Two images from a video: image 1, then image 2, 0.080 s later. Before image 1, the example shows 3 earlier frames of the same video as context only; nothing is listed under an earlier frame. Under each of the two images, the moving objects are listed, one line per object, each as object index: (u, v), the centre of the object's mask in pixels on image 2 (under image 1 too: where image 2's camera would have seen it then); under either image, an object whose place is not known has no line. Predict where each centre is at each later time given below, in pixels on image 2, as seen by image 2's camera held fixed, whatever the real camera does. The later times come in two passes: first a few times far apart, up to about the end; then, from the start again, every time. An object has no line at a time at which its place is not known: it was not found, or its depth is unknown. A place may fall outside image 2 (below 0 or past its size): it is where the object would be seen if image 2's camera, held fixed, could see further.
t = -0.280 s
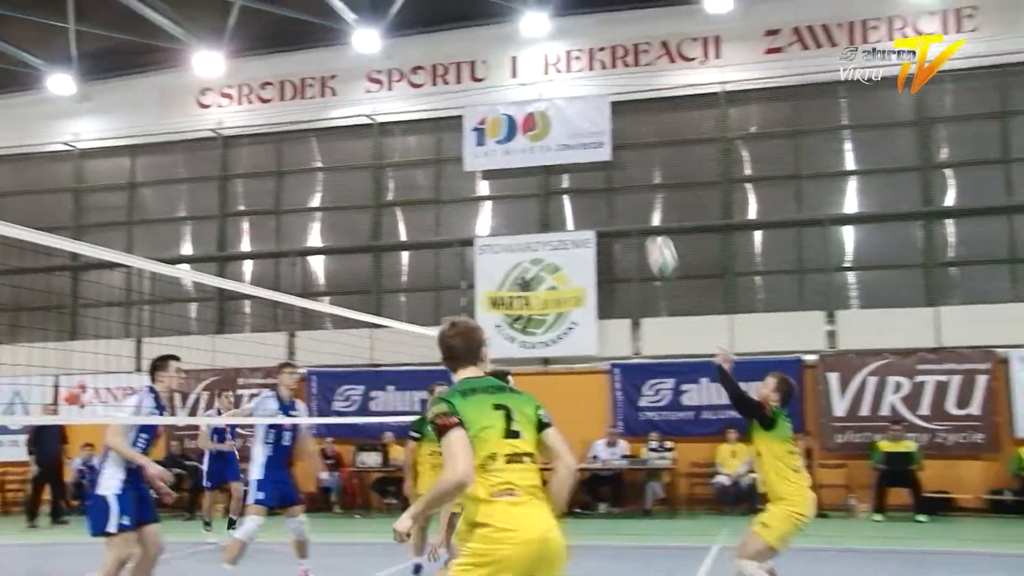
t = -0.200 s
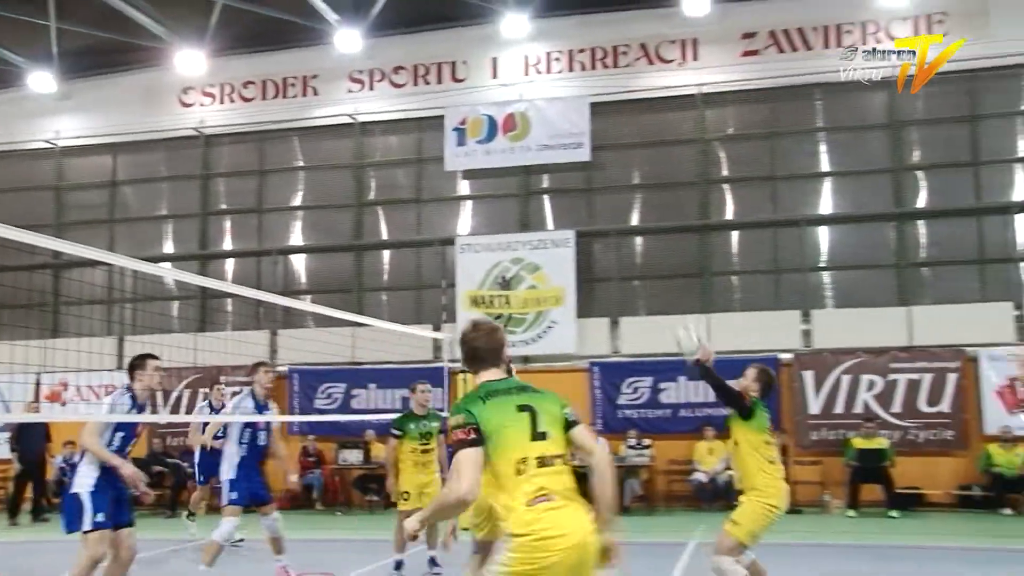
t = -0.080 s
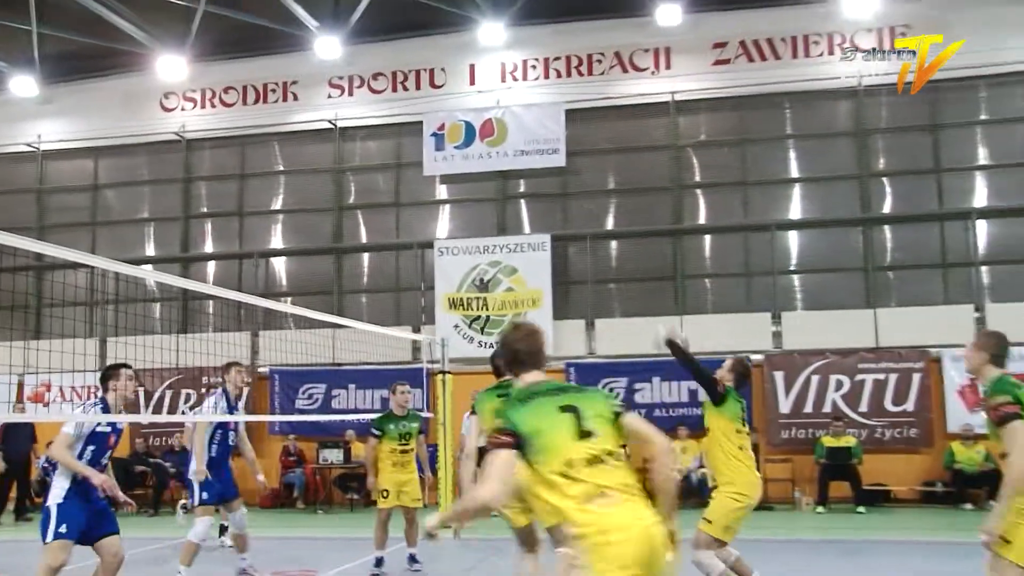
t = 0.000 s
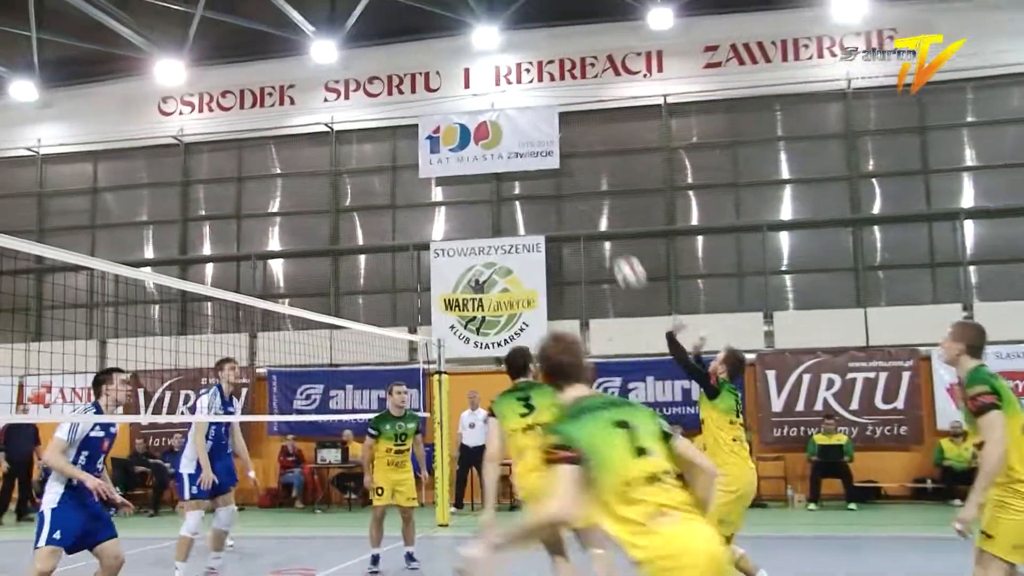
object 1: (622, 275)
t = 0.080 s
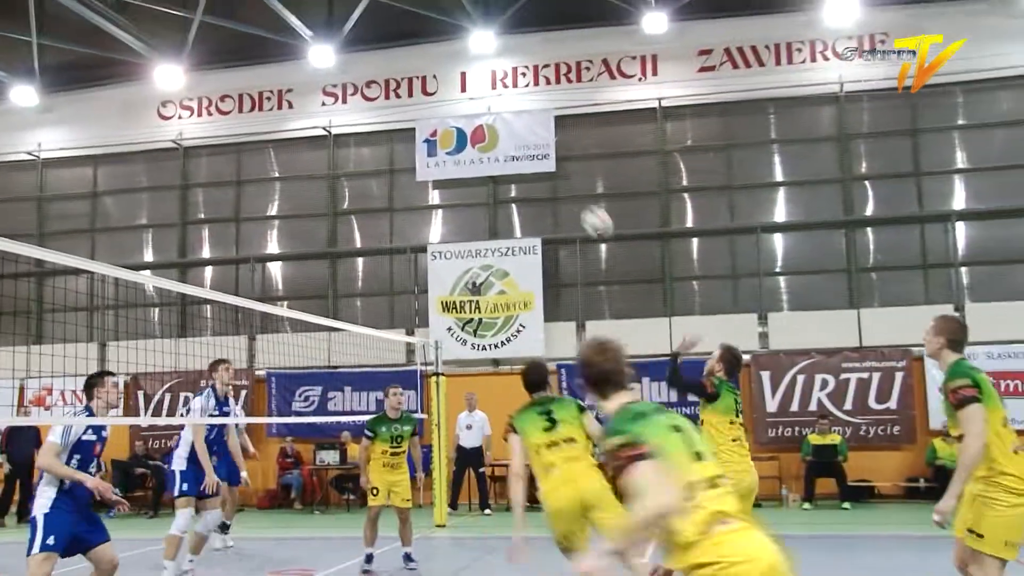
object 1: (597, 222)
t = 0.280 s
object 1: (532, 137)
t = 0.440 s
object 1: (485, 105)
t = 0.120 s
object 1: (584, 201)
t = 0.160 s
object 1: (569, 180)
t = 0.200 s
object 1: (559, 164)
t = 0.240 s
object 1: (547, 148)
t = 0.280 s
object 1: (532, 137)
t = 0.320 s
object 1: (518, 125)
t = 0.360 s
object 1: (507, 116)
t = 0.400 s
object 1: (496, 109)
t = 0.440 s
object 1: (485, 105)
